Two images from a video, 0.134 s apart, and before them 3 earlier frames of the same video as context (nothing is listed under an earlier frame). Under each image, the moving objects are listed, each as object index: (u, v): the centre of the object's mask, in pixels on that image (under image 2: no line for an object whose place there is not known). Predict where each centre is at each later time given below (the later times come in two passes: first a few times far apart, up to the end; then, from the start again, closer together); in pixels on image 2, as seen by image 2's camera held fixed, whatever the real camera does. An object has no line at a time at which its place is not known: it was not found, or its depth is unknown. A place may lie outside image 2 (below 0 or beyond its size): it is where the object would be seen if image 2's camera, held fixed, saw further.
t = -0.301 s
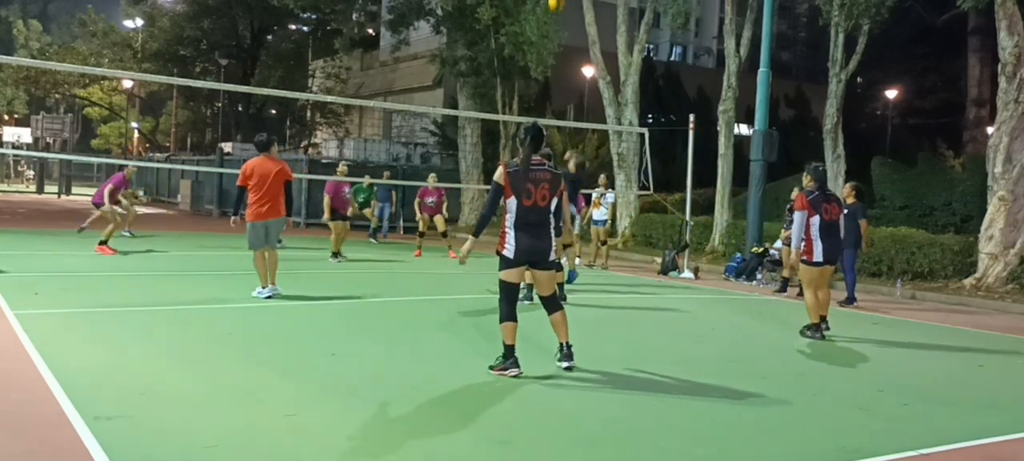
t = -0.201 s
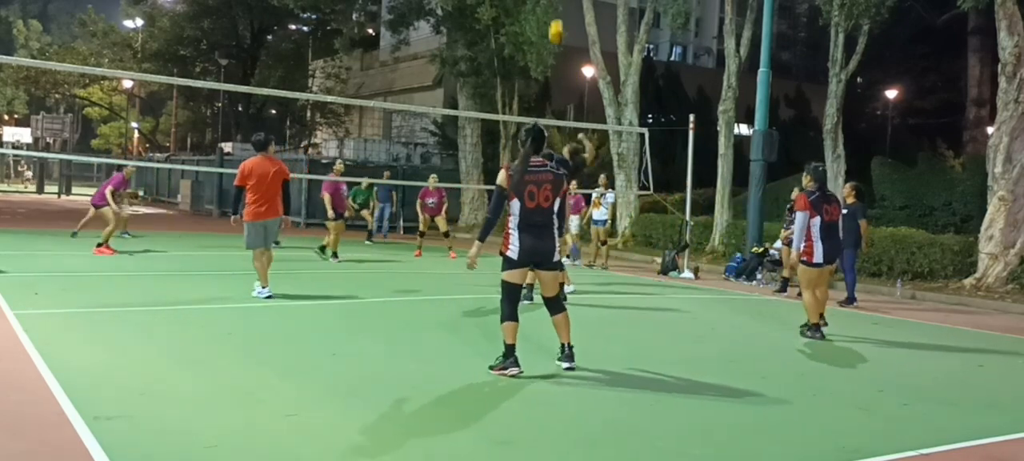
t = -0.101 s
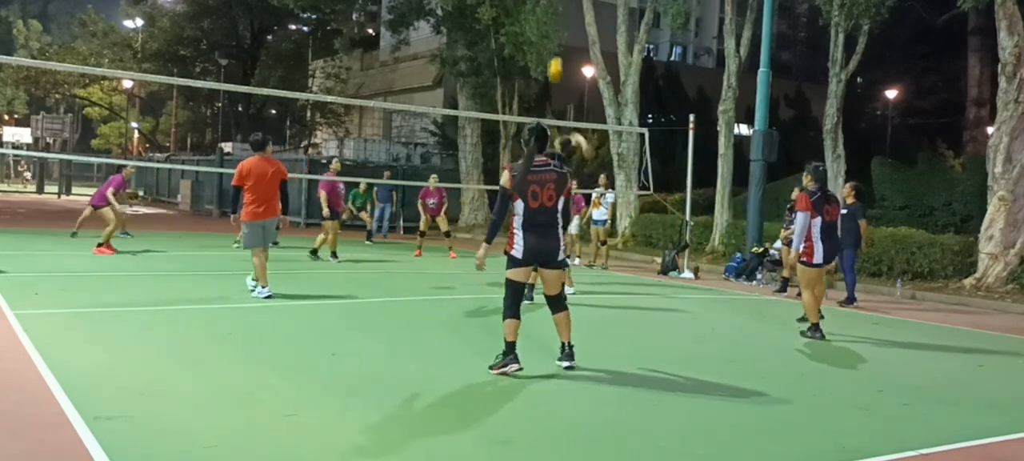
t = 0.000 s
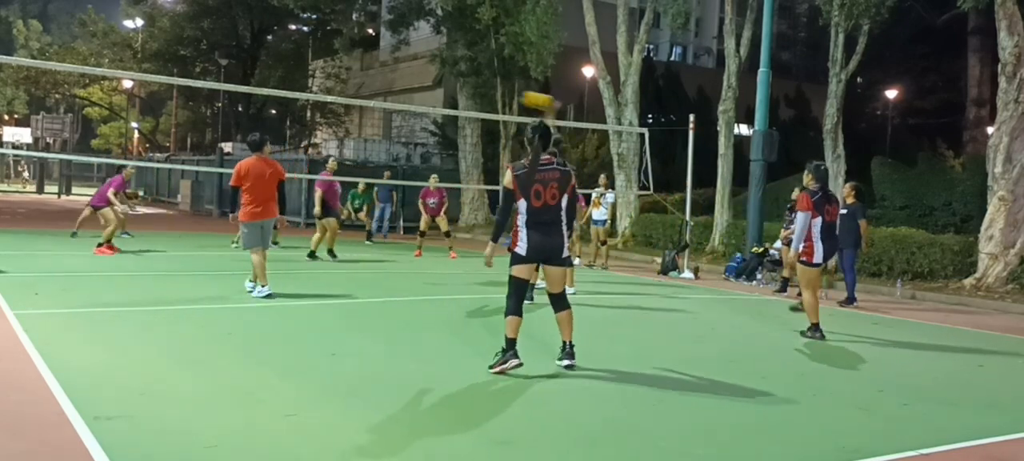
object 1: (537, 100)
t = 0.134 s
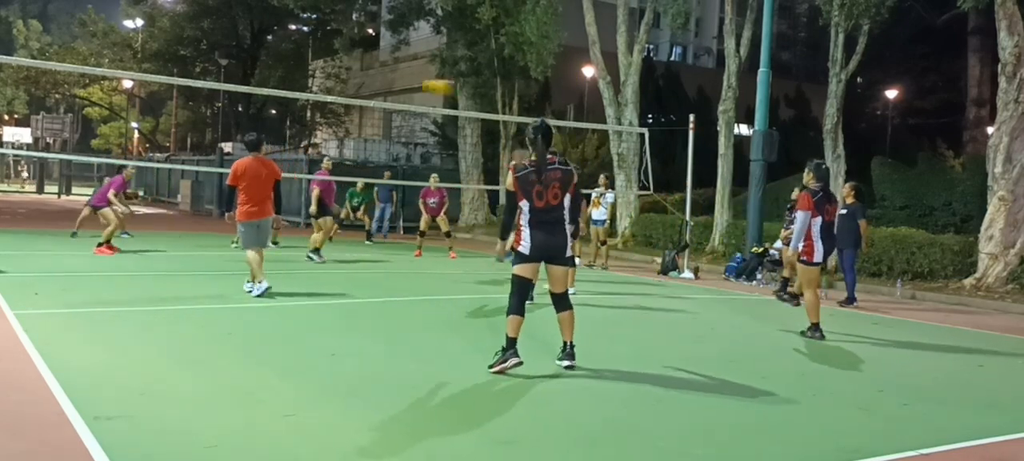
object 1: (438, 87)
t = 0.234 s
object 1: (366, 84)
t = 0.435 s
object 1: (231, 103)
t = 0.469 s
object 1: (211, 108)
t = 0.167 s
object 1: (414, 85)
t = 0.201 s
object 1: (391, 84)
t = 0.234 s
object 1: (366, 84)
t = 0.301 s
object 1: (321, 87)
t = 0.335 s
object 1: (299, 88)
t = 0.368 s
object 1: (277, 94)
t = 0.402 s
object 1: (252, 99)
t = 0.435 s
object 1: (231, 103)
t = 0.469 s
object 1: (211, 108)
